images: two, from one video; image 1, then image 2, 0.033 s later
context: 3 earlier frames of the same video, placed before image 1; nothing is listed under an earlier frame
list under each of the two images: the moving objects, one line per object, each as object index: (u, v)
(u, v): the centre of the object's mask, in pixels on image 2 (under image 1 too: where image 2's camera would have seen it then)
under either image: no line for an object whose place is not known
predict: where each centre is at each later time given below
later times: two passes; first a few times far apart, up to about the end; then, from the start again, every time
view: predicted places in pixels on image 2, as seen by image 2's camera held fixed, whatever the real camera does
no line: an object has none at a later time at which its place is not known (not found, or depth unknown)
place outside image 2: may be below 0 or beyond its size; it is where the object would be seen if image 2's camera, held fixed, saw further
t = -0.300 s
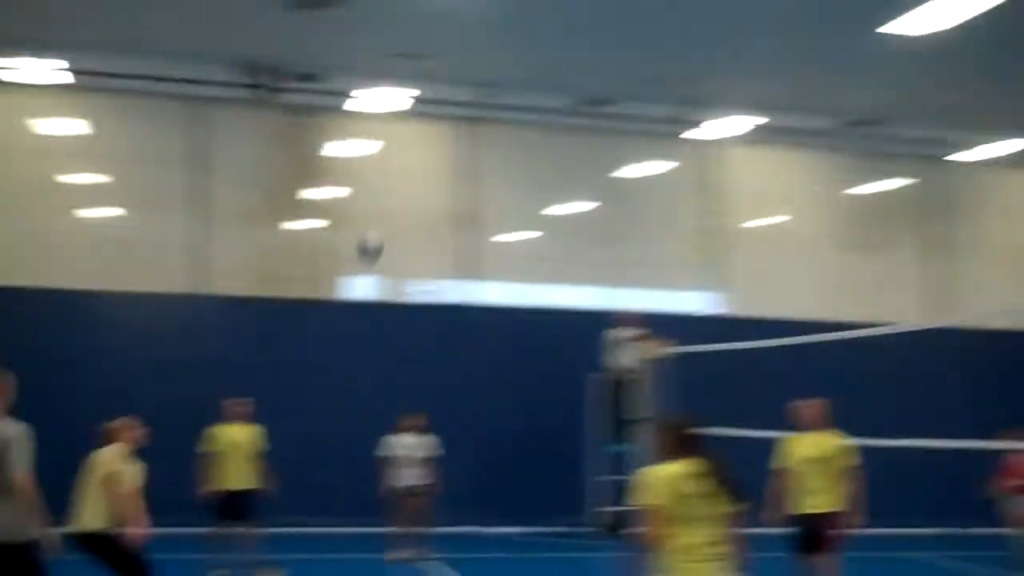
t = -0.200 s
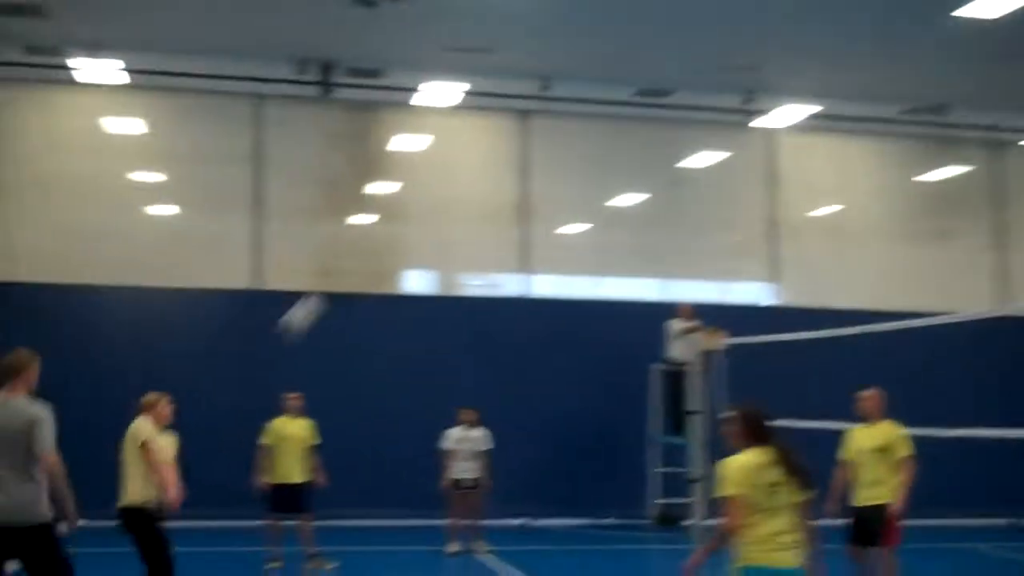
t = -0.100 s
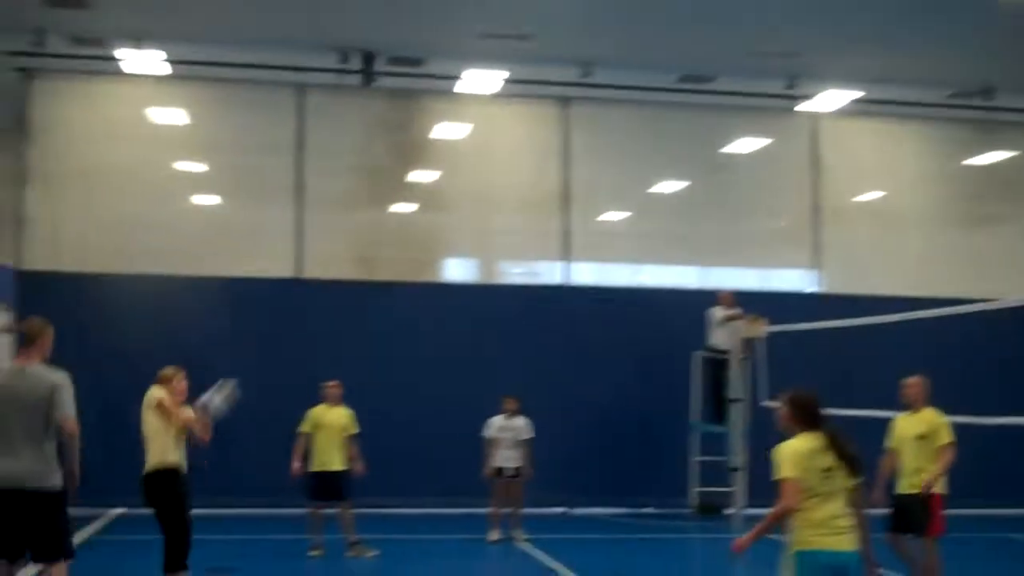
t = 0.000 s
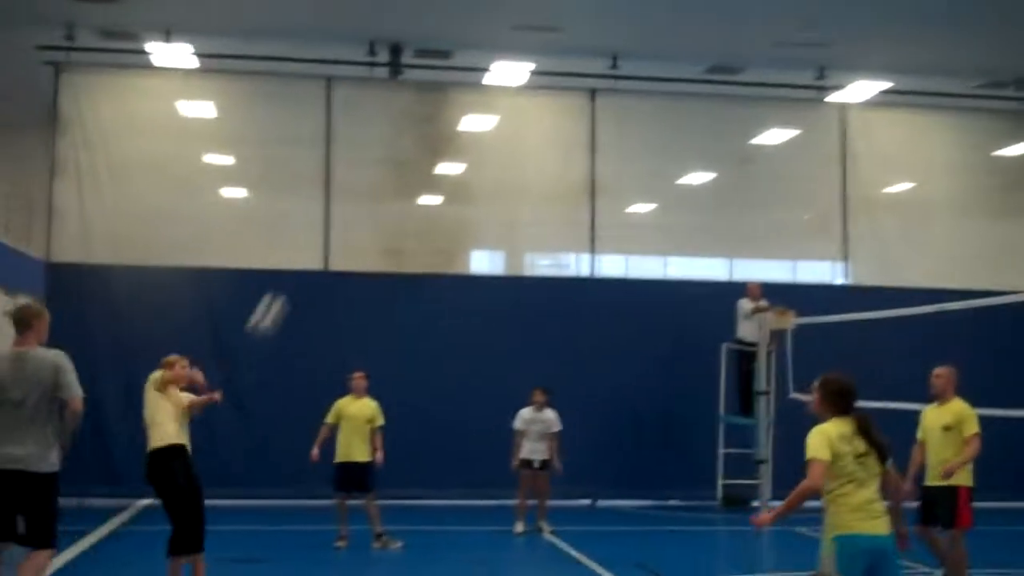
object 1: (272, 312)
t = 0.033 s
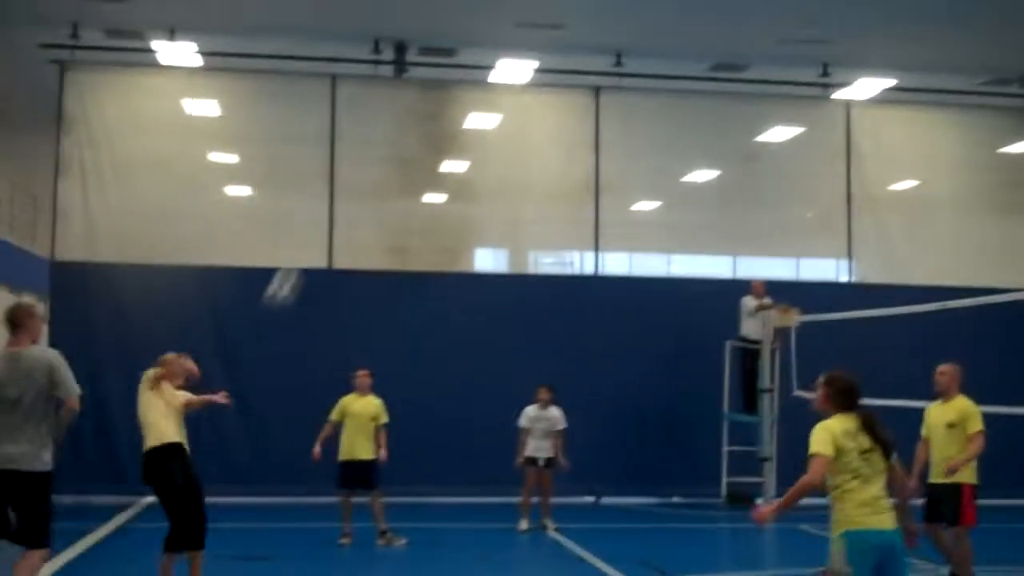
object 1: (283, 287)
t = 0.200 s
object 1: (338, 181)
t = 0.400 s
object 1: (397, 109)
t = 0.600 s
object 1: (452, 90)
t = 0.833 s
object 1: (511, 136)
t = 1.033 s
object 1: (560, 227)
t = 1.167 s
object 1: (589, 308)
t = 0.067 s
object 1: (291, 273)
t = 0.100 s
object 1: (304, 245)
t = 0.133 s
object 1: (315, 222)
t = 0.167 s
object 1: (325, 203)
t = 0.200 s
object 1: (338, 181)
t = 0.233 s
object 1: (346, 168)
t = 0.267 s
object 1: (357, 152)
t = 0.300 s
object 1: (367, 138)
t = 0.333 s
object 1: (378, 128)
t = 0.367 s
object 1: (388, 117)
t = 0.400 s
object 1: (397, 109)
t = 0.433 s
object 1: (407, 101)
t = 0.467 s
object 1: (417, 96)
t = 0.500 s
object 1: (427, 92)
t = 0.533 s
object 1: (435, 90)
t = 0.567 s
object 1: (444, 89)
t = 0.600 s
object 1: (452, 90)
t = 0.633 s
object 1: (461, 92)
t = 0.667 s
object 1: (470, 96)
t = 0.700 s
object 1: (480, 100)
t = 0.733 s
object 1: (487, 107)
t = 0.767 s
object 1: (496, 117)
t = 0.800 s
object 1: (504, 128)
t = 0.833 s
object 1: (511, 136)
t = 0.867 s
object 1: (519, 147)
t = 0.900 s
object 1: (528, 160)
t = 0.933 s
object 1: (536, 176)
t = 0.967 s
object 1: (544, 191)
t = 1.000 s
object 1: (552, 210)
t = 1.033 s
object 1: (560, 227)
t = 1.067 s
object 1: (564, 246)
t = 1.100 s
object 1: (574, 263)
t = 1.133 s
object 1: (583, 288)
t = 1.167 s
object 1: (589, 308)
